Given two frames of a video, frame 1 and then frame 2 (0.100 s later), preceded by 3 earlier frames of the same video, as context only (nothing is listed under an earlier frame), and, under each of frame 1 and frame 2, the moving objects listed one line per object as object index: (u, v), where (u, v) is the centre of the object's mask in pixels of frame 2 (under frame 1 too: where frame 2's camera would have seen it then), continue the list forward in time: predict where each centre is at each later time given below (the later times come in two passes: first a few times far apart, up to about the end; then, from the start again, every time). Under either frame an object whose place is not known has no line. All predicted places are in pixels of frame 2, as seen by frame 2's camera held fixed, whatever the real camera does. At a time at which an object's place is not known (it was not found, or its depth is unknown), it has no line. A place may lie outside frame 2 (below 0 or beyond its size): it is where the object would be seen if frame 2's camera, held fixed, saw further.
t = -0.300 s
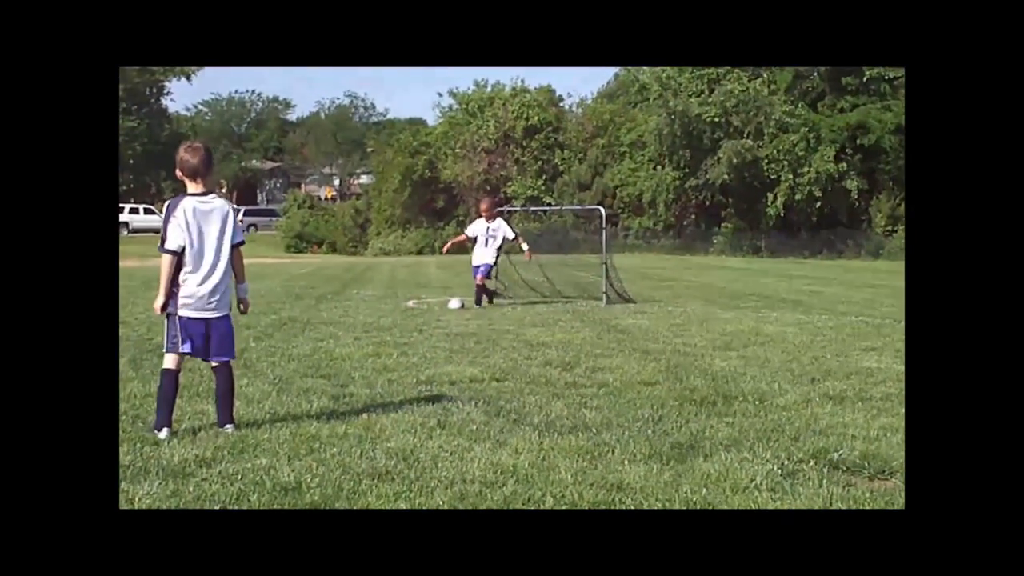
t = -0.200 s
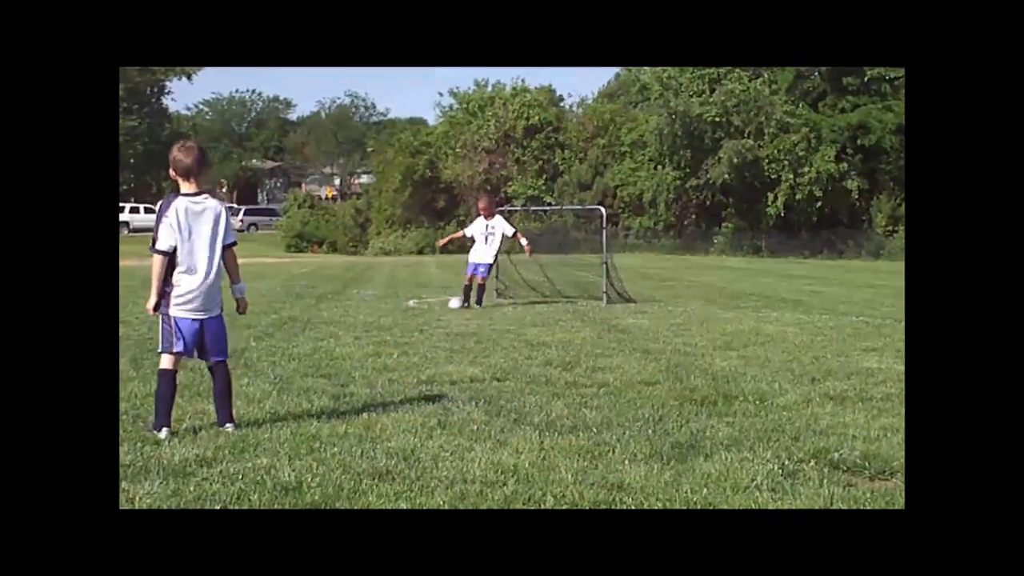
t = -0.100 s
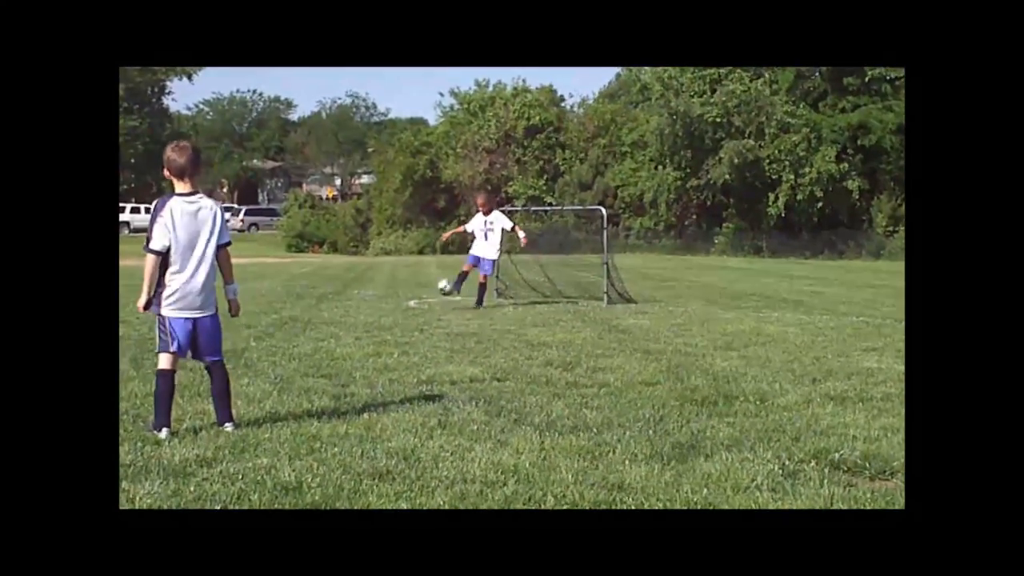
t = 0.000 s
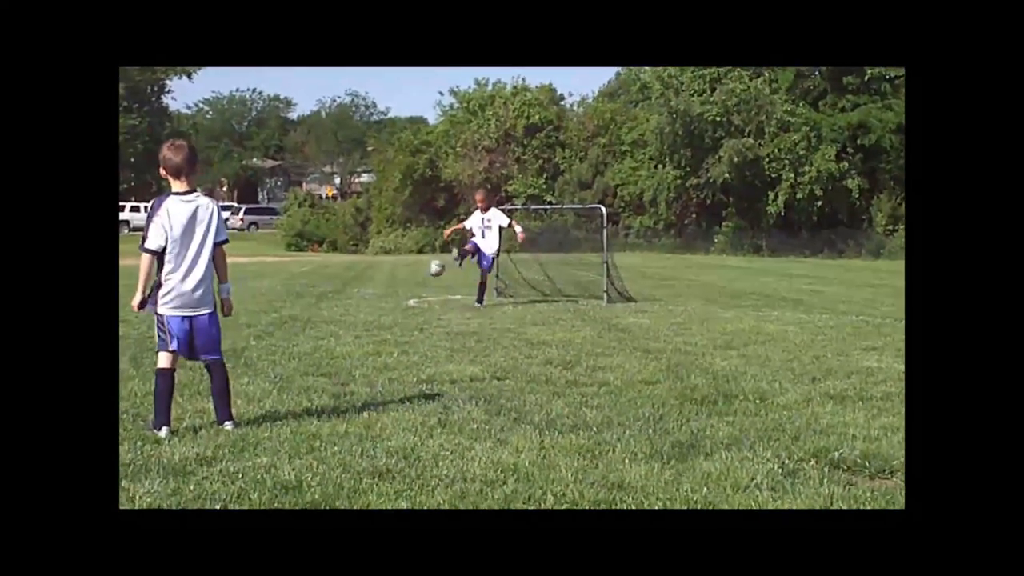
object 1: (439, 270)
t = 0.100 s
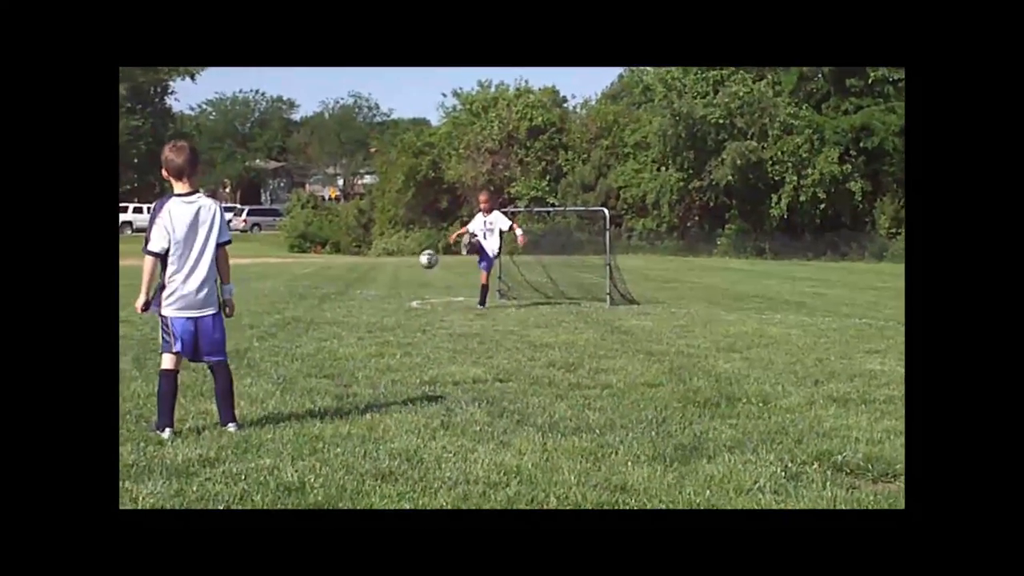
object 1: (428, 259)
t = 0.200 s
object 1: (417, 257)
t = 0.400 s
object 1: (393, 285)
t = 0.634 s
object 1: (377, 324)
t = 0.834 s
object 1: (384, 326)
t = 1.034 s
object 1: (391, 343)
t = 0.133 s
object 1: (424, 257)
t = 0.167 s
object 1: (421, 256)
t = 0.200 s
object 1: (417, 257)
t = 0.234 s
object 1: (413, 258)
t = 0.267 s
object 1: (410, 260)
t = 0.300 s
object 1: (406, 265)
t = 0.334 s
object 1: (402, 271)
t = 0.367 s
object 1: (397, 277)
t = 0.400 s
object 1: (393, 285)
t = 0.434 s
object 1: (389, 295)
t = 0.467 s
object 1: (384, 306)
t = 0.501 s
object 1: (381, 320)
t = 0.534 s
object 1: (375, 331)
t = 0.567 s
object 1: (375, 332)
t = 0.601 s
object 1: (376, 328)
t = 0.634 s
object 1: (377, 324)
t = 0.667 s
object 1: (378, 321)
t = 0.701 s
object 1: (379, 318)
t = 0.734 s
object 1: (380, 318)
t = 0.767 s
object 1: (381, 319)
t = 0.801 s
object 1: (383, 321)
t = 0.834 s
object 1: (384, 326)
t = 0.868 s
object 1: (386, 331)
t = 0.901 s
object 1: (388, 338)
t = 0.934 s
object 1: (389, 342)
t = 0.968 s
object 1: (390, 344)
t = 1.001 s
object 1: (390, 343)
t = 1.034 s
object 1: (391, 343)
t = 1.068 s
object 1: (392, 342)
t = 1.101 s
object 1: (392, 343)
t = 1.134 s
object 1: (392, 345)
